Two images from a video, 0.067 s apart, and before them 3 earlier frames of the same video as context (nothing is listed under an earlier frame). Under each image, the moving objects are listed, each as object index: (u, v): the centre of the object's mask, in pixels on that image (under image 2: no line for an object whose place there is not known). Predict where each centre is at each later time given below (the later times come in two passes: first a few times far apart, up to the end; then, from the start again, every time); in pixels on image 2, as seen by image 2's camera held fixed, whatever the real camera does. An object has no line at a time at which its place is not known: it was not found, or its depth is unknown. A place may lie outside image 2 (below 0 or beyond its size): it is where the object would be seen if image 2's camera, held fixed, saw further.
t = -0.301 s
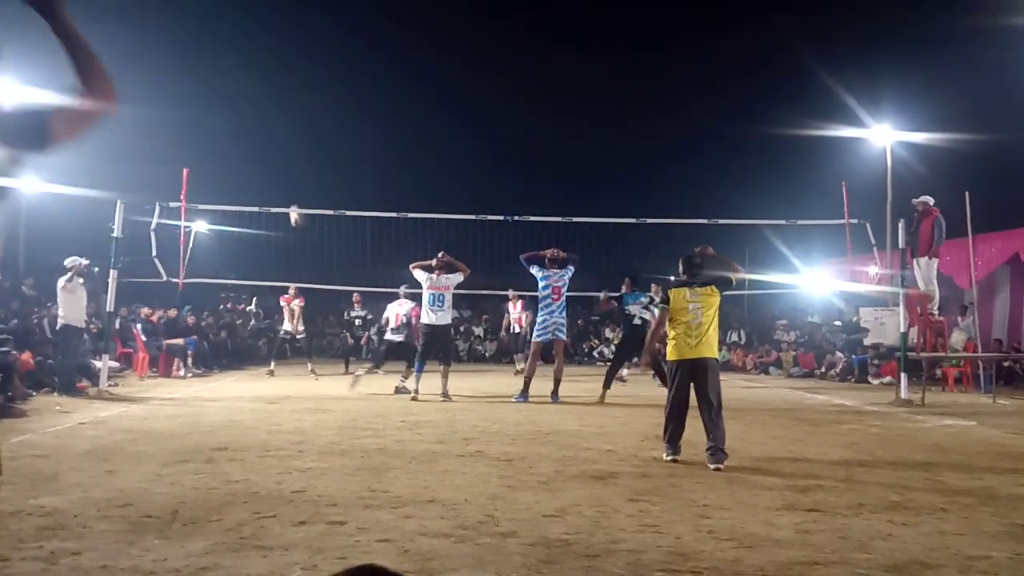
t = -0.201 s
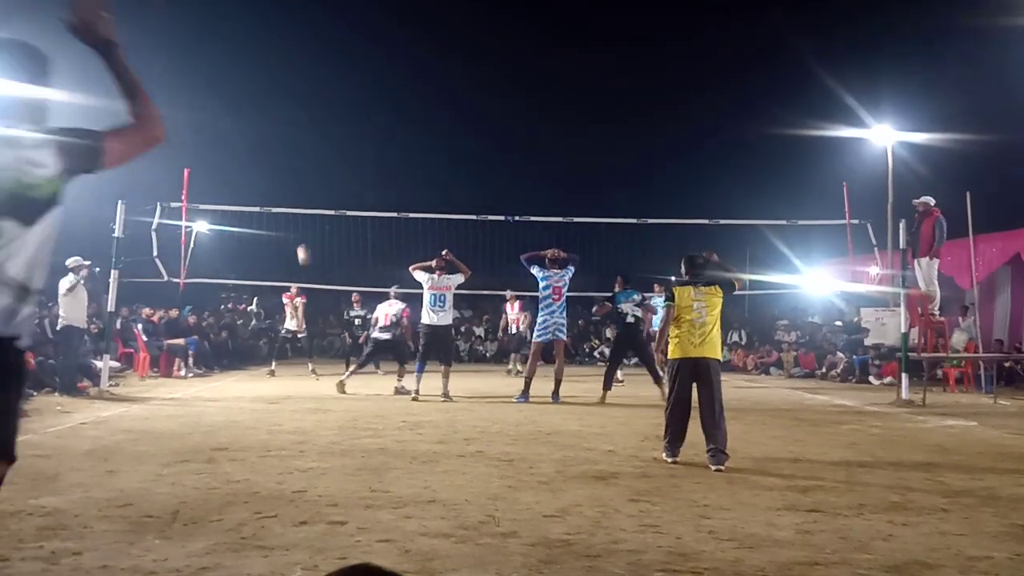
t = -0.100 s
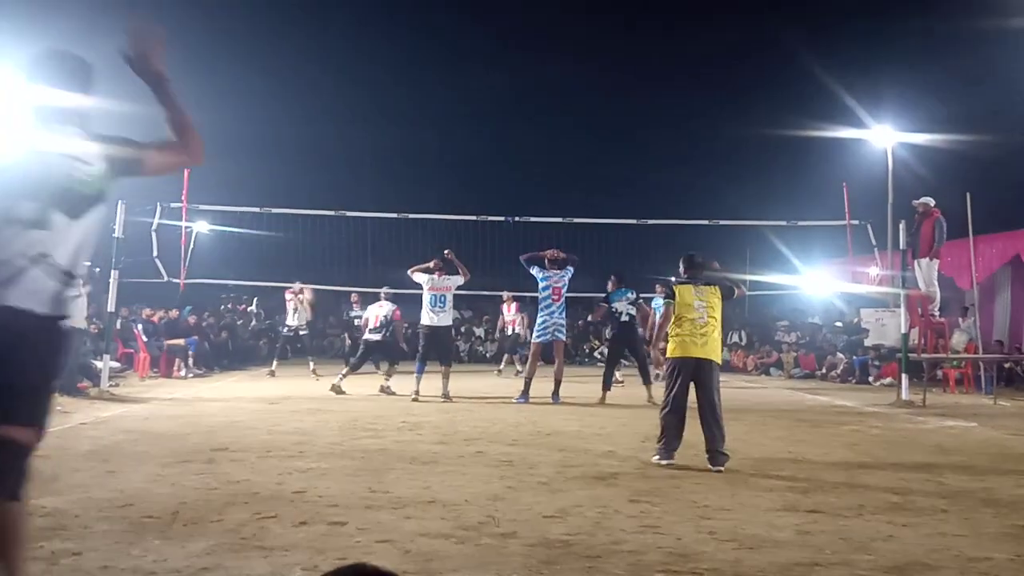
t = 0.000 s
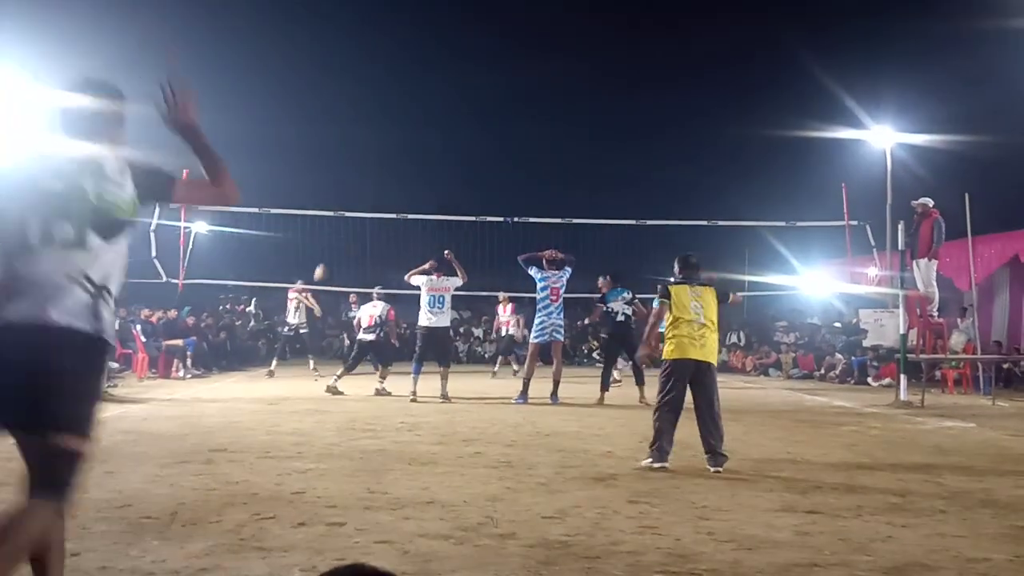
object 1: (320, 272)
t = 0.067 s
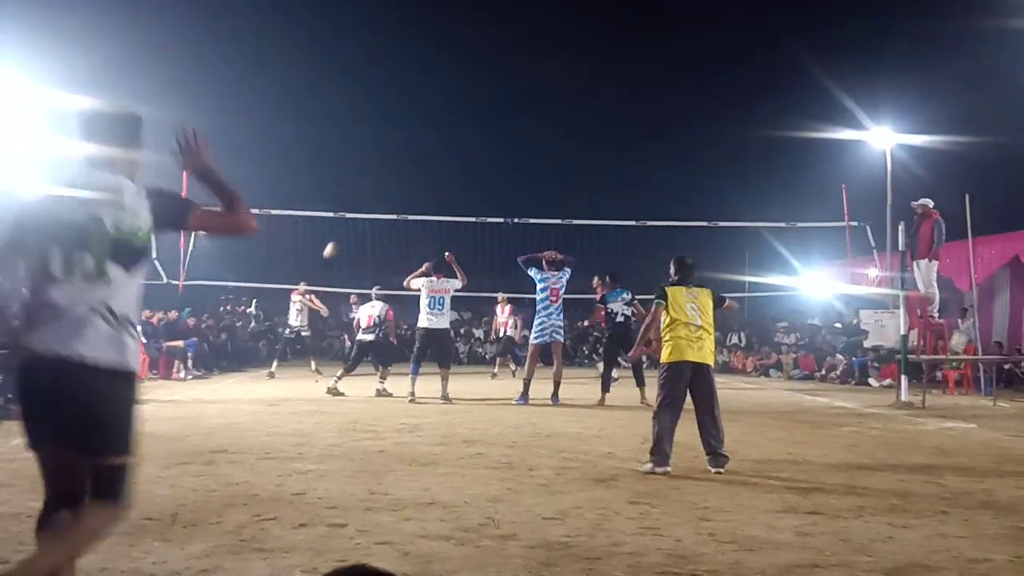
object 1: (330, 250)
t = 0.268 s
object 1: (359, 192)
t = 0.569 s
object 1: (405, 142)
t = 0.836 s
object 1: (448, 139)
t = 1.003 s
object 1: (476, 160)
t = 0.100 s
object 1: (335, 240)
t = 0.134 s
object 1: (339, 229)
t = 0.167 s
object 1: (344, 222)
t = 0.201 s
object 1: (350, 207)
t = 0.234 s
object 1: (355, 200)
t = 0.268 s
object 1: (359, 192)
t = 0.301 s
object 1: (364, 184)
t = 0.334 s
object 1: (369, 176)
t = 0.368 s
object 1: (374, 170)
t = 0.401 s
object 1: (379, 164)
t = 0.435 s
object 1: (385, 159)
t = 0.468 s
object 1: (390, 153)
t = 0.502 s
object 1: (394, 149)
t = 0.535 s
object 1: (400, 145)
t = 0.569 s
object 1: (405, 142)
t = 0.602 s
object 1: (410, 139)
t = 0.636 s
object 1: (415, 137)
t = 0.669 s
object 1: (422, 136)
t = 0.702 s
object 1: (426, 135)
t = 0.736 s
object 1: (432, 135)
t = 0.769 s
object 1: (437, 136)
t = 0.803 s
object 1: (442, 137)
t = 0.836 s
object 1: (448, 139)
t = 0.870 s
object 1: (454, 142)
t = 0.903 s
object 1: (460, 145)
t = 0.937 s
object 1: (465, 150)
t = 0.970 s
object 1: (470, 155)
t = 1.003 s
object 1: (476, 160)
